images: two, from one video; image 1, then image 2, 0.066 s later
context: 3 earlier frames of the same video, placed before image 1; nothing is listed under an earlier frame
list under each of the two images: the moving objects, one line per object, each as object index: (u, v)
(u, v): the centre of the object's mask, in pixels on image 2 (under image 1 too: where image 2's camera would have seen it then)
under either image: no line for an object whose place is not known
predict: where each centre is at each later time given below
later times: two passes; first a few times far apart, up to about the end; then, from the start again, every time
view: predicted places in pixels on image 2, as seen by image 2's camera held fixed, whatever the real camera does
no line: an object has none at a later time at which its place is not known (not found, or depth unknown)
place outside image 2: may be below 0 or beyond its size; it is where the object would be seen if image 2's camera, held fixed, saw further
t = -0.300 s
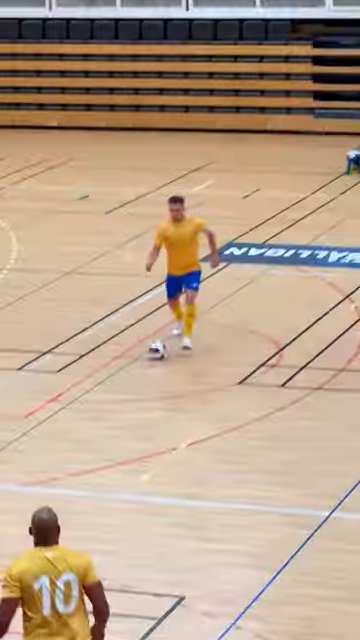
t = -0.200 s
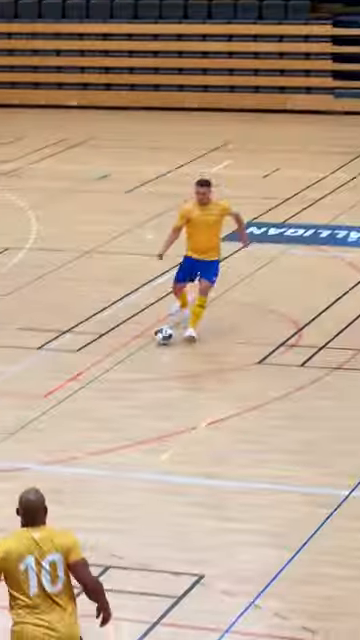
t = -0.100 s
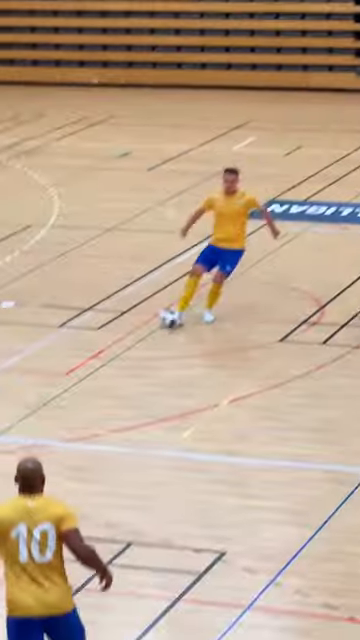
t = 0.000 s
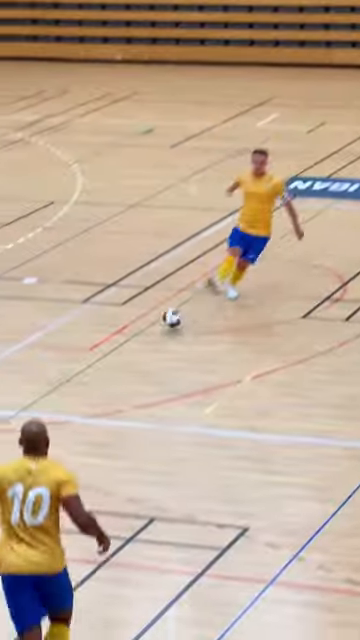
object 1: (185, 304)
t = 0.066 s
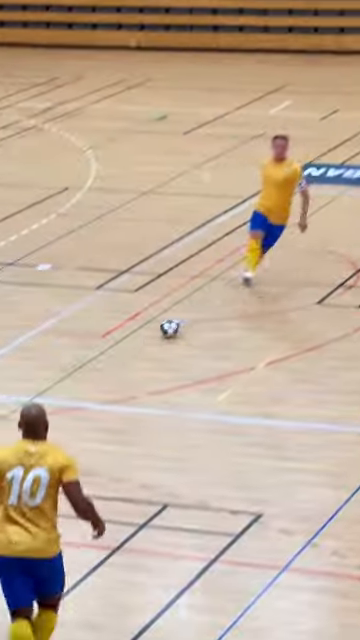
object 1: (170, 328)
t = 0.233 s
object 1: (129, 374)
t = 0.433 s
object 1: (80, 433)
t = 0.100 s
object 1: (161, 334)
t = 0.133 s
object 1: (153, 342)
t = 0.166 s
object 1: (146, 353)
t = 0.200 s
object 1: (137, 366)
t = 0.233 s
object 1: (129, 374)
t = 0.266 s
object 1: (120, 385)
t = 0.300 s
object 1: (112, 395)
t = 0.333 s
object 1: (104, 404)
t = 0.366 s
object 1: (96, 414)
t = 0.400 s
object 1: (88, 424)
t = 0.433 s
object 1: (80, 433)
